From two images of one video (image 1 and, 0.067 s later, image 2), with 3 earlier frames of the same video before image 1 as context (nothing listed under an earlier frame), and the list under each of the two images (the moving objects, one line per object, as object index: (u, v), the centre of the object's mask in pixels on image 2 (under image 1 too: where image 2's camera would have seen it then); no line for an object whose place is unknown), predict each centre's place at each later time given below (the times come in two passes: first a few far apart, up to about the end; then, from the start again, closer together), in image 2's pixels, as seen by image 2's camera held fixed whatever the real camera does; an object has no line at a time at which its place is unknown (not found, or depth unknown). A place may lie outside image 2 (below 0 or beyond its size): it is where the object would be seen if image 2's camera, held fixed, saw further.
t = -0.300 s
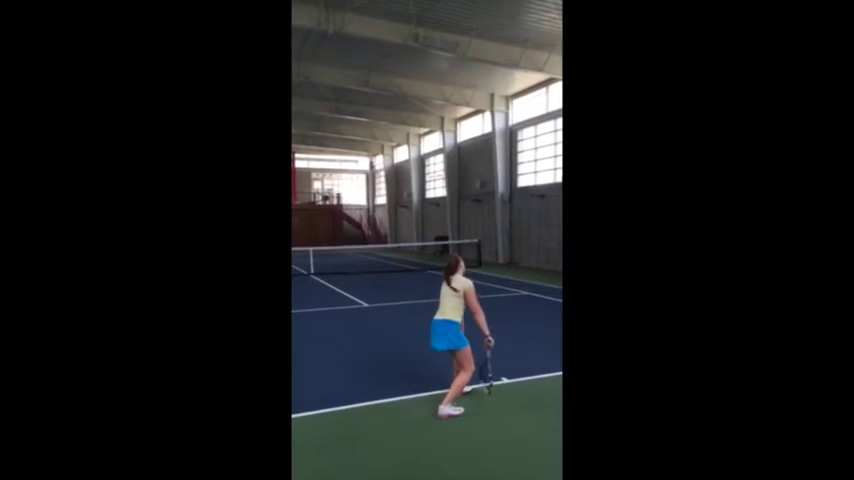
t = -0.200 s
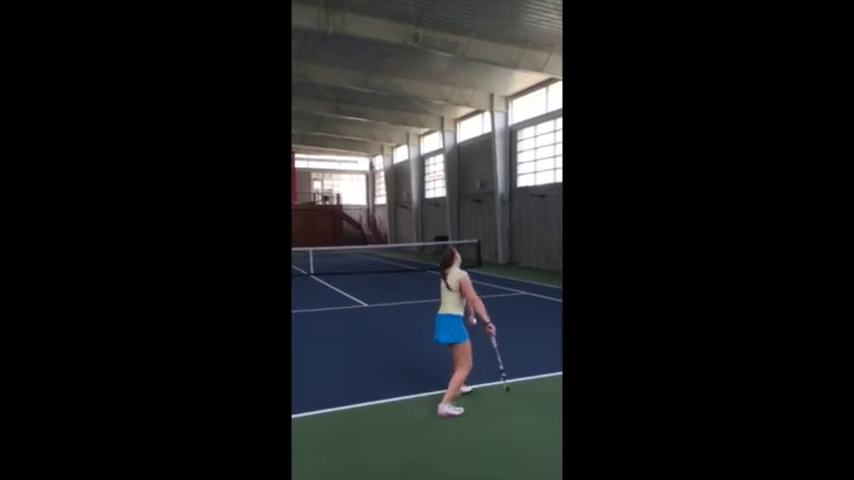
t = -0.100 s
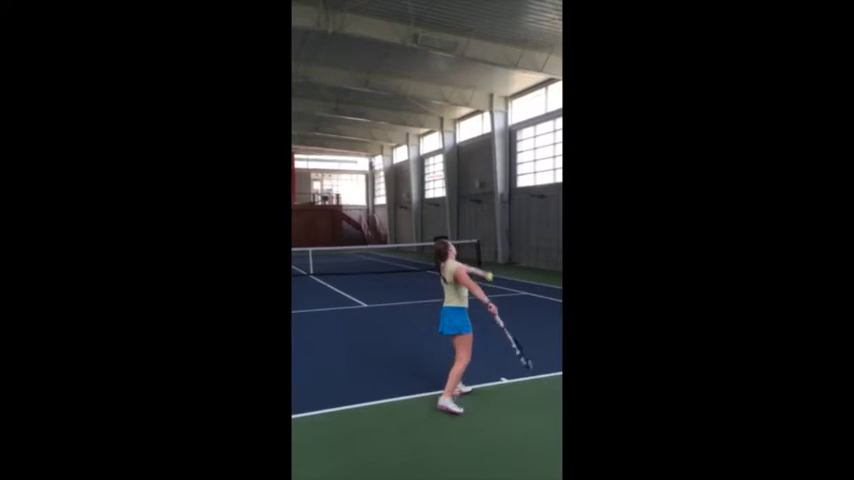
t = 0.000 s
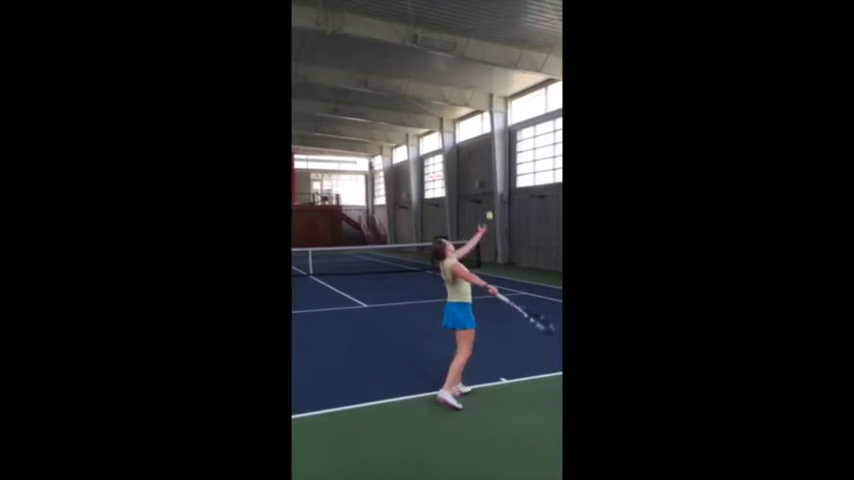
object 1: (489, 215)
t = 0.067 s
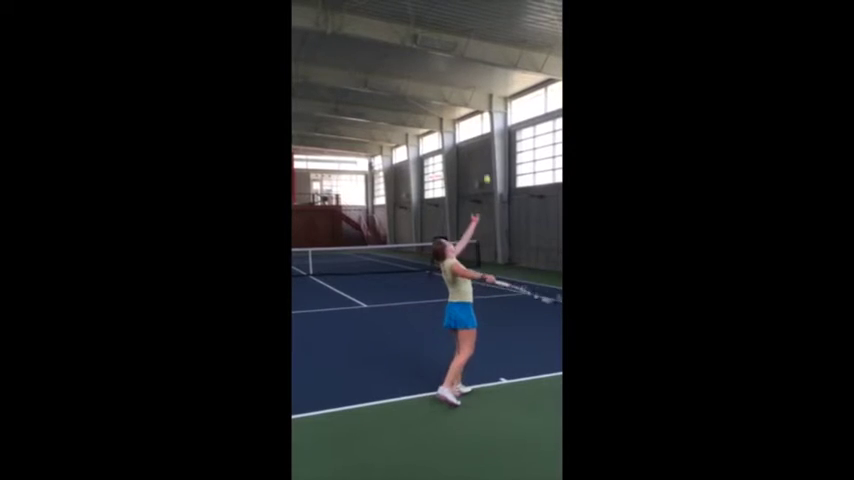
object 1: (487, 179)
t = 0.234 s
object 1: (481, 104)
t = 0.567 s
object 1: (472, 31)
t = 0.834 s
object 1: (465, 46)
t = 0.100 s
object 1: (485, 162)
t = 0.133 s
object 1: (484, 146)
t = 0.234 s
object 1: (481, 104)
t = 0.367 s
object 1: (478, 63)
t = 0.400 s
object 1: (477, 55)
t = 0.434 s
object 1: (476, 48)
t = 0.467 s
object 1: (475, 42)
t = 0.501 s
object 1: (474, 37)
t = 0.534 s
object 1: (473, 33)
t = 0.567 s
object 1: (472, 31)
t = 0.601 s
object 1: (471, 29)
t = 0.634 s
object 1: (470, 29)
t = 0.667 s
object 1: (469, 29)
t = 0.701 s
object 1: (469, 30)
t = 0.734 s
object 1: (468, 33)
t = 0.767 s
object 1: (467, 36)
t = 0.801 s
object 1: (466, 40)
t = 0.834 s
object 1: (465, 46)
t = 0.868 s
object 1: (465, 52)
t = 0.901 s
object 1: (464, 60)
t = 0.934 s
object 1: (463, 68)
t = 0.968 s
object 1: (462, 77)
